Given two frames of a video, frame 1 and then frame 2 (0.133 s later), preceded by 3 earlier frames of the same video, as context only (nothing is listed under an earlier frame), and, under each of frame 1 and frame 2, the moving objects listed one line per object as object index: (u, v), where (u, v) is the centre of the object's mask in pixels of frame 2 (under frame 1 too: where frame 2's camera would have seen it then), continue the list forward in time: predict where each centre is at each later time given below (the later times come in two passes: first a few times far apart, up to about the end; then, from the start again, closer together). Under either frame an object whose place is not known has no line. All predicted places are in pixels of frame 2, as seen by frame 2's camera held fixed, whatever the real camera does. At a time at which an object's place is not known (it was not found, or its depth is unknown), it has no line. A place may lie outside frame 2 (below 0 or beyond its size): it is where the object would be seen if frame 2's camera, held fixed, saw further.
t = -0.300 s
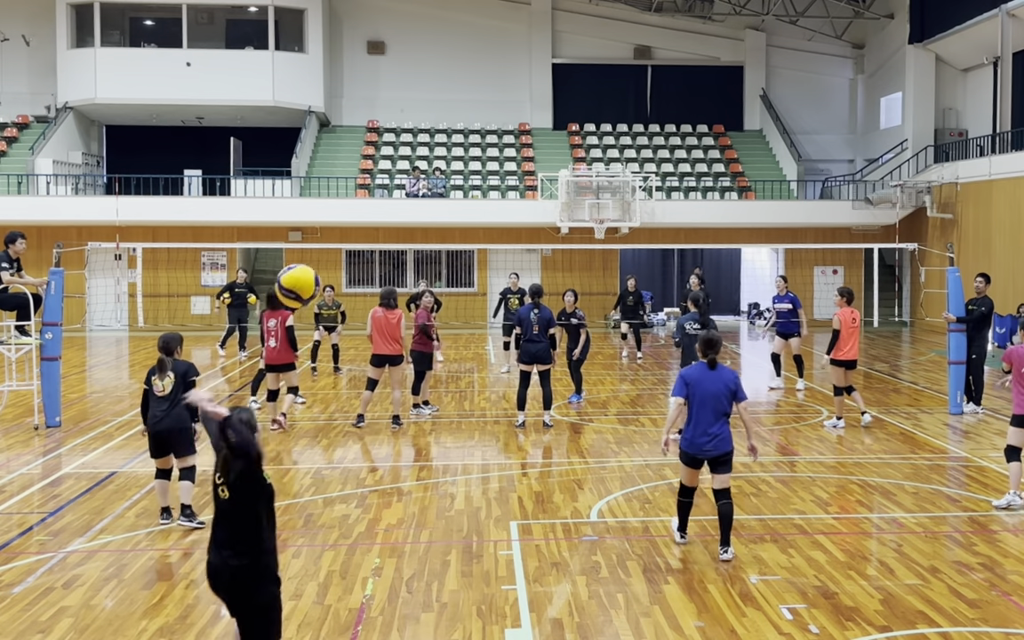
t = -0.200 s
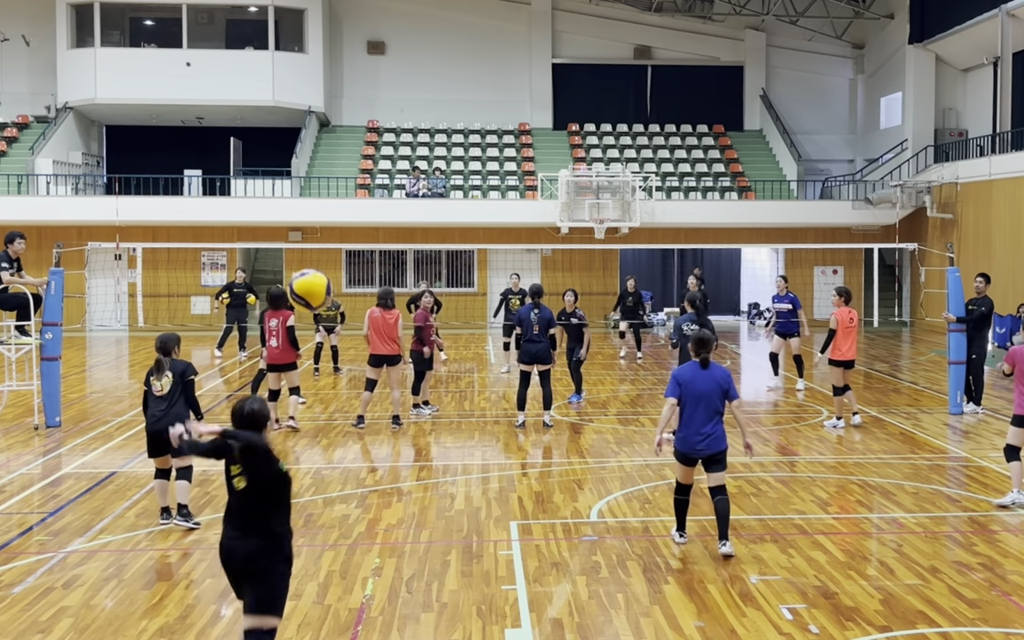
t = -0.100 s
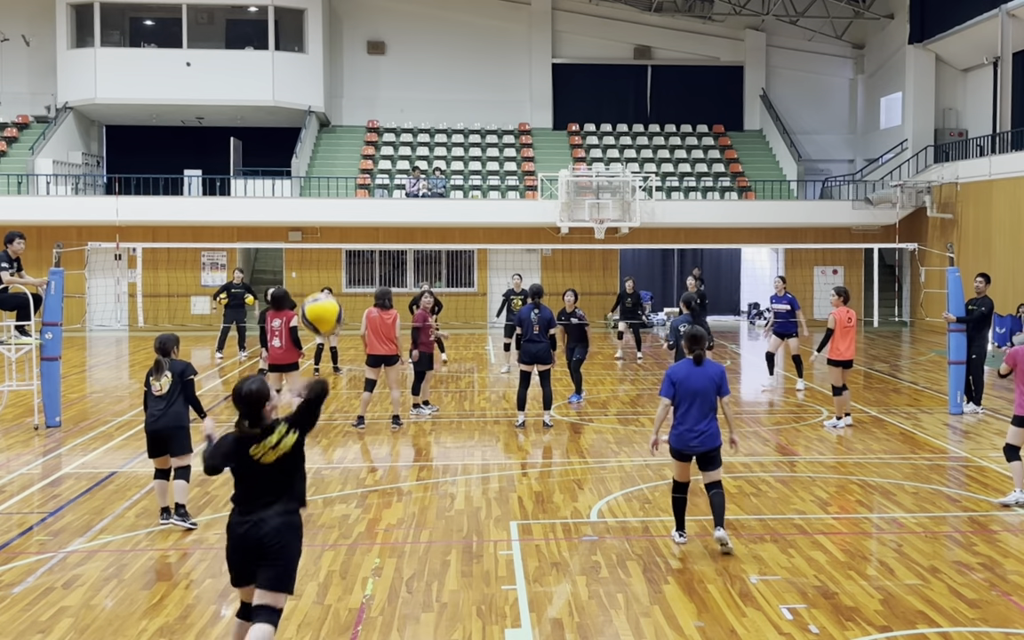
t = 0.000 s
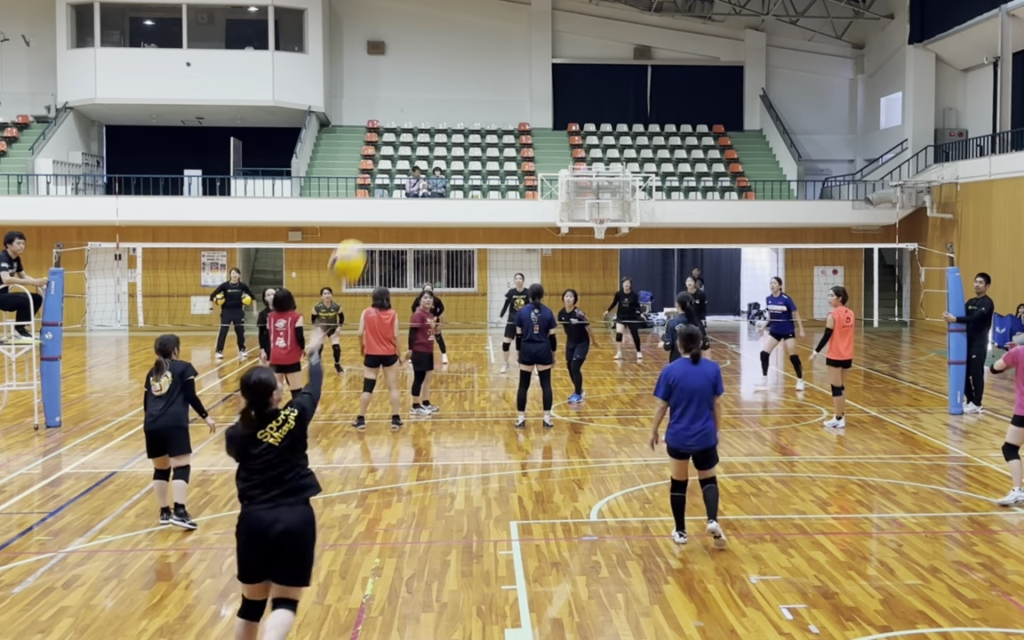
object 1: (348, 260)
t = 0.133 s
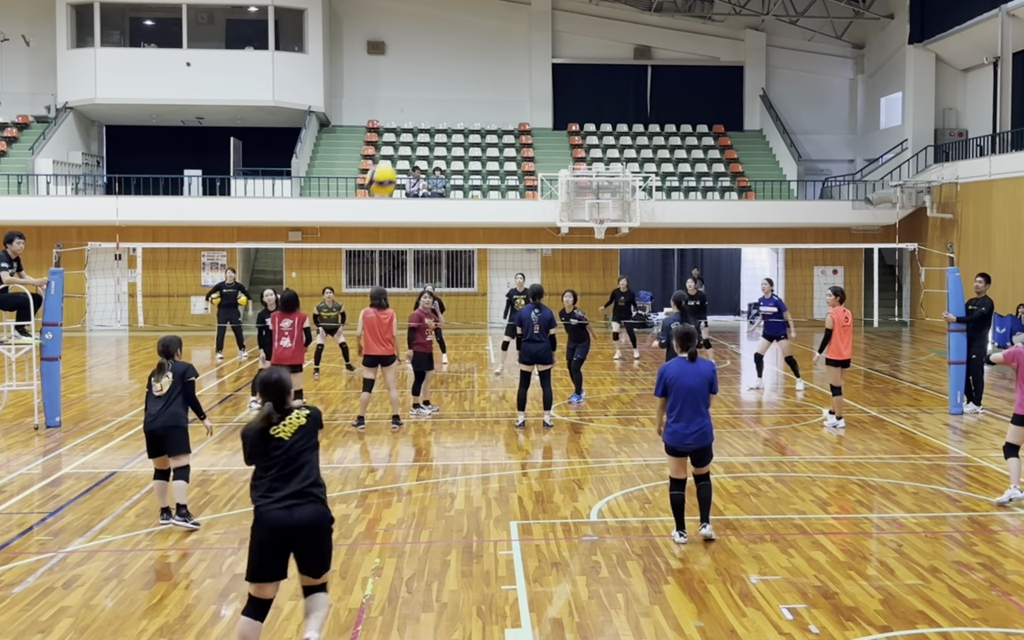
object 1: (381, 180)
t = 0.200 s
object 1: (391, 160)
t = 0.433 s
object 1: (413, 145)
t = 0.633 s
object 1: (422, 169)
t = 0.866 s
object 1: (426, 225)
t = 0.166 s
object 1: (387, 167)
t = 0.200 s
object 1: (391, 160)
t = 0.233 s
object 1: (395, 152)
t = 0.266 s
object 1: (399, 148)
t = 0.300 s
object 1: (403, 145)
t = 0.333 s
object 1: (405, 144)
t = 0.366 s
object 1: (407, 143)
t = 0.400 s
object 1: (410, 143)
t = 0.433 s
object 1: (413, 145)
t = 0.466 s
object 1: (415, 147)
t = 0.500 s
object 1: (418, 150)
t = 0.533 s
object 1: (419, 153)
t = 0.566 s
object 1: (420, 158)
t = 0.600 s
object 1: (422, 164)
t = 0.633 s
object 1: (422, 169)
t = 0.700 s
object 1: (424, 182)
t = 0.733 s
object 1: (423, 190)
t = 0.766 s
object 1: (424, 197)
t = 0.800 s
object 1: (425, 205)
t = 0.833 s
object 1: (425, 215)
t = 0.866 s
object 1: (426, 225)
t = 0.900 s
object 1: (426, 233)
